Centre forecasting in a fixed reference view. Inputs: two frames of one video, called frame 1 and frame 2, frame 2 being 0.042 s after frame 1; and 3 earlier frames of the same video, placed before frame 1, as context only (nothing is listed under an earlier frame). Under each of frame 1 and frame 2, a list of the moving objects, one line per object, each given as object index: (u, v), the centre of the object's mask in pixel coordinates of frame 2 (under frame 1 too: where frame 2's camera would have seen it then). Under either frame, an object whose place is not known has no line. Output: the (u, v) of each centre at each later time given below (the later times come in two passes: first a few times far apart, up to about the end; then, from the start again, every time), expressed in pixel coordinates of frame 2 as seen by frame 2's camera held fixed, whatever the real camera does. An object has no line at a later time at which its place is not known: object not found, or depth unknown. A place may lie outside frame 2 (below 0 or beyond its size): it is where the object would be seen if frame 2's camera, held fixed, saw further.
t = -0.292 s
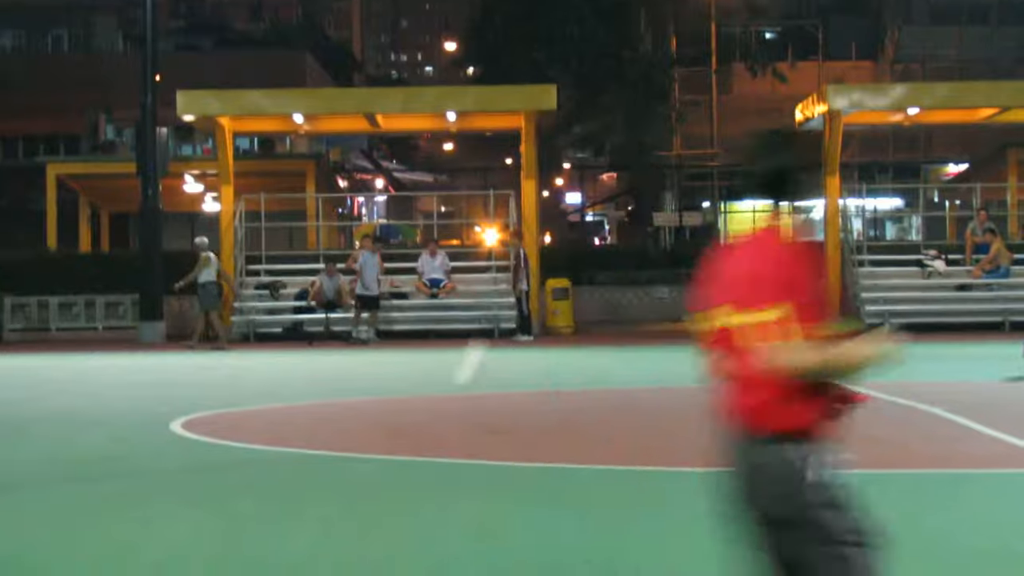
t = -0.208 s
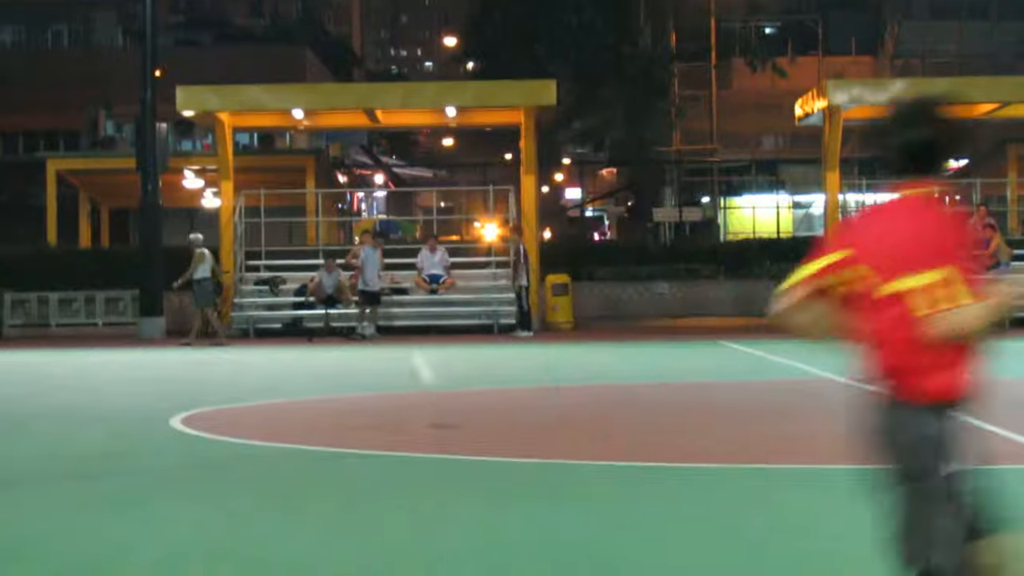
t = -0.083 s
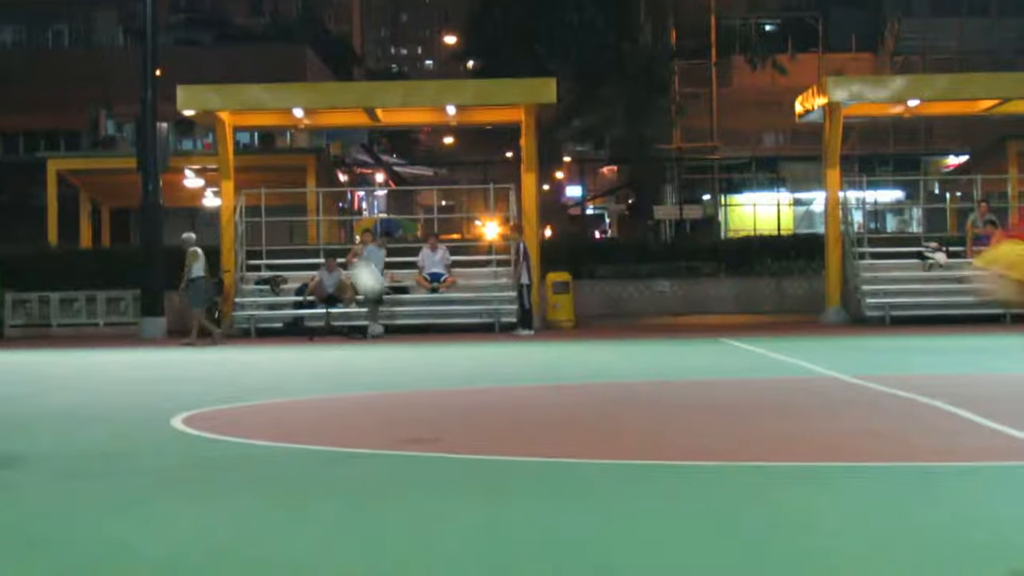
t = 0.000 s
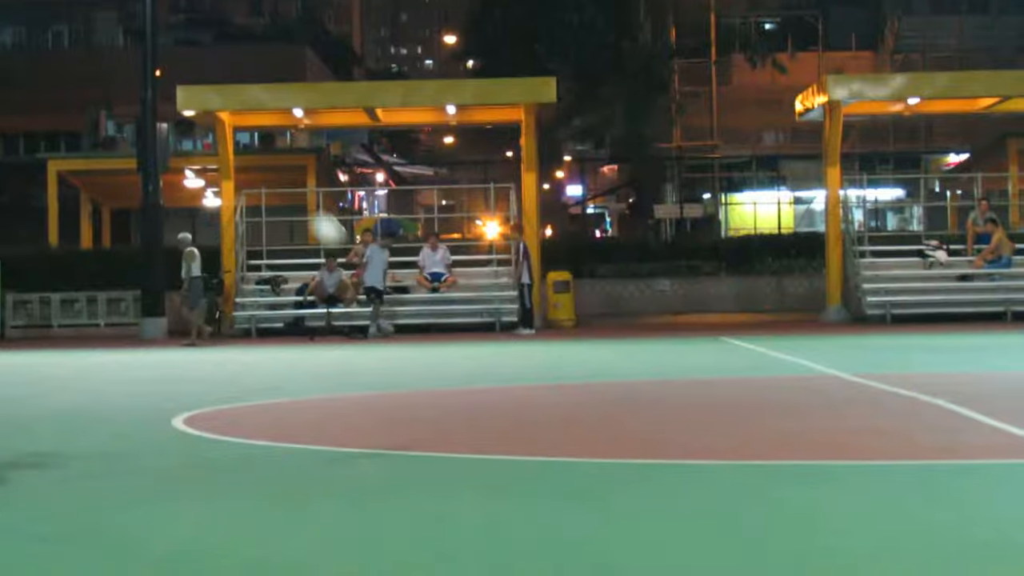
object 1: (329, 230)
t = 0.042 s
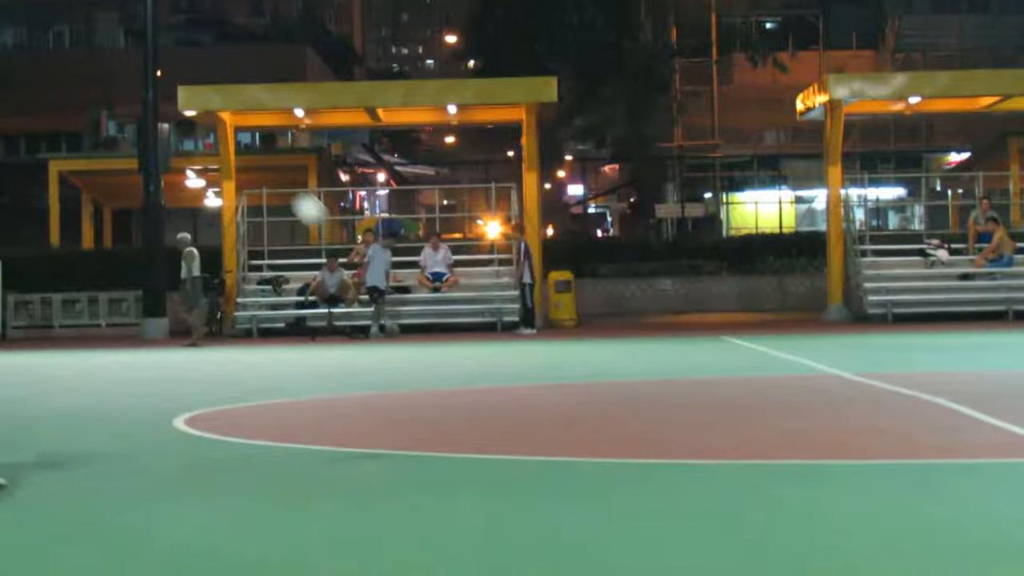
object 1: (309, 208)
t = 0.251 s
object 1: (215, 144)
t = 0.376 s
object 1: (162, 134)
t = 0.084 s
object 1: (290, 192)
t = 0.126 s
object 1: (272, 176)
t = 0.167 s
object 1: (253, 164)
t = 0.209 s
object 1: (234, 153)
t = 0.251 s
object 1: (215, 144)
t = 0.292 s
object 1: (198, 141)
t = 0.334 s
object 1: (181, 137)
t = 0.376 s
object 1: (162, 134)
